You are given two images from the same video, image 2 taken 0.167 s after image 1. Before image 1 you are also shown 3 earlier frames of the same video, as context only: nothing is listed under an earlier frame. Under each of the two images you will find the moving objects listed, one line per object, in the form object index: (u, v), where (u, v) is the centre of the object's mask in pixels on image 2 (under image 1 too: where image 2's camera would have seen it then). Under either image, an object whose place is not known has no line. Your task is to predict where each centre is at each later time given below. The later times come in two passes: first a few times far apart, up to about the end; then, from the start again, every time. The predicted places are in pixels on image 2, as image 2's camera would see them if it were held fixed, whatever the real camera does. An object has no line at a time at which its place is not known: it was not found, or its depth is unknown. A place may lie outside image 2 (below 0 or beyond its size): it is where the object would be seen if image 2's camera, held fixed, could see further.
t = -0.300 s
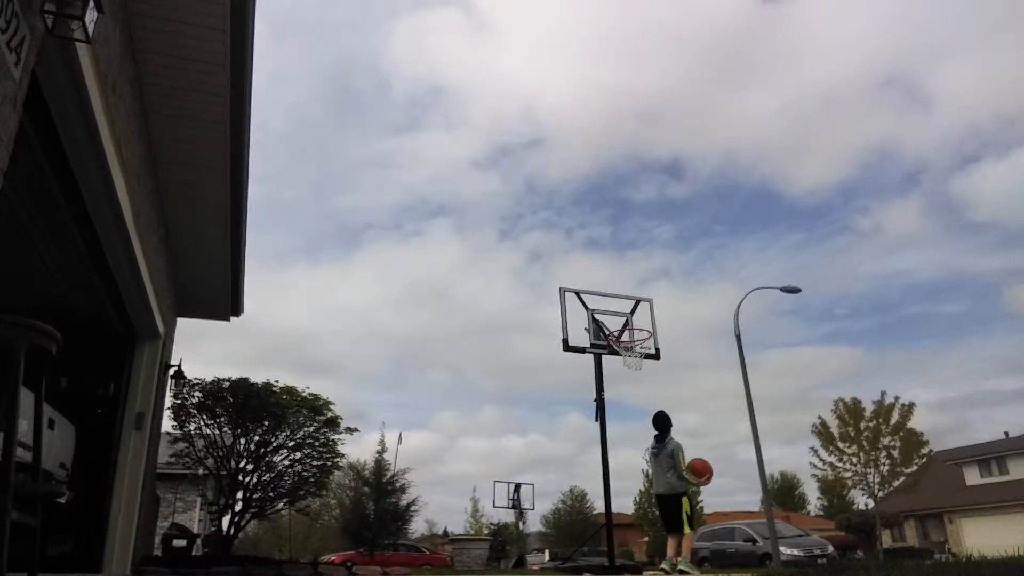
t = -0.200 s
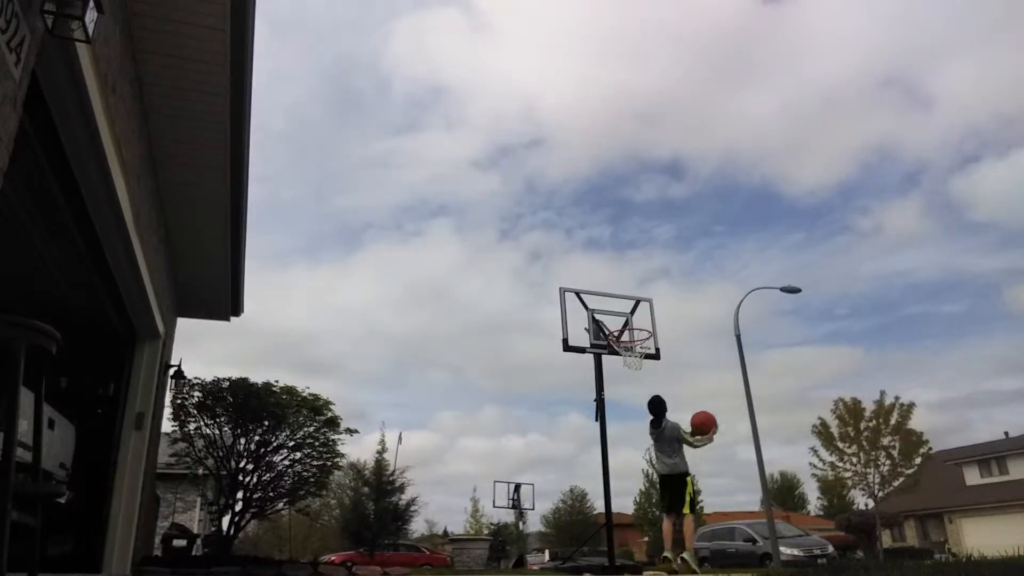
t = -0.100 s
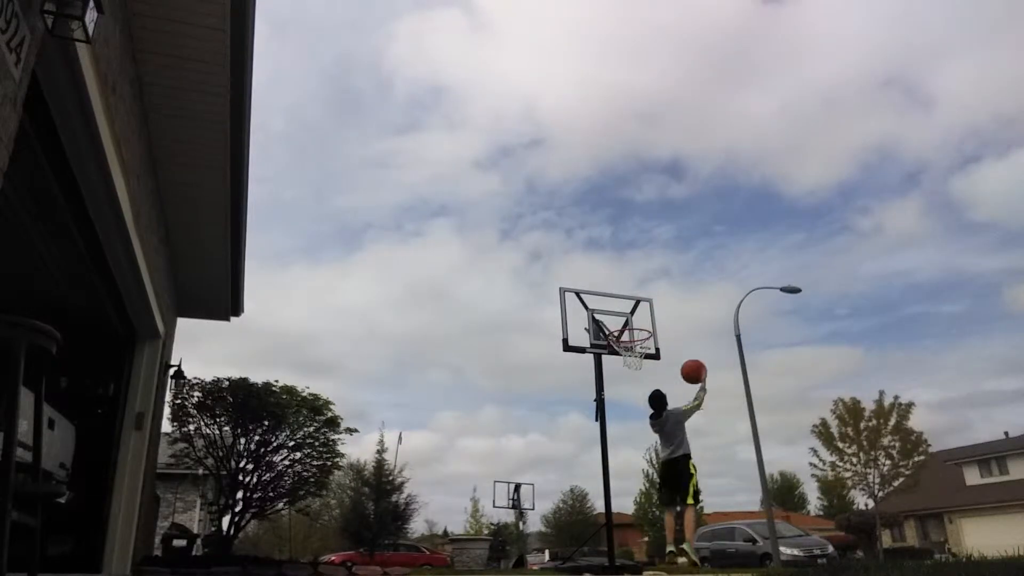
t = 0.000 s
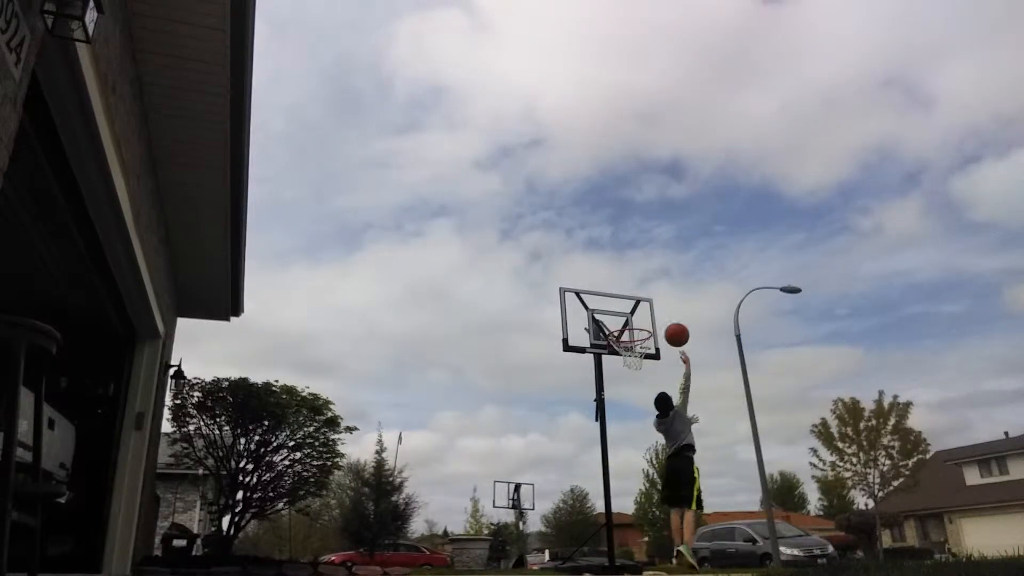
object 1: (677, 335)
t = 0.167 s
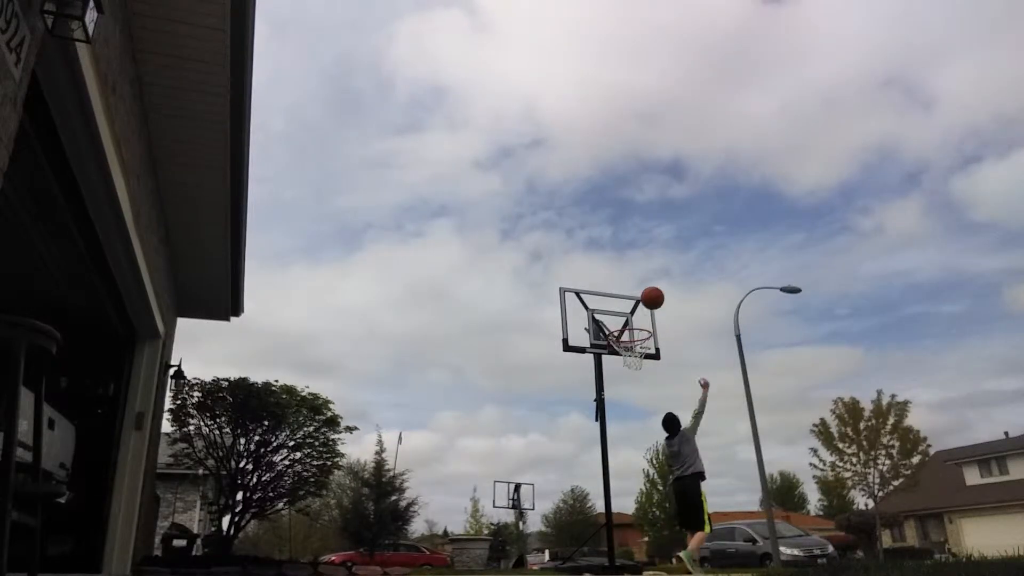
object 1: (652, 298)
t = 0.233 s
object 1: (644, 290)
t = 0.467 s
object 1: (619, 295)
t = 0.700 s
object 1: (594, 332)
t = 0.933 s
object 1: (561, 388)
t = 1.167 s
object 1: (527, 506)
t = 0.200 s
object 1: (648, 293)
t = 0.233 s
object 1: (644, 290)
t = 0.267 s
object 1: (640, 288)
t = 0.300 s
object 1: (636, 287)
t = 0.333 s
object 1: (633, 287)
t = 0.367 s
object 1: (629, 288)
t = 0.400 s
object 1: (625, 289)
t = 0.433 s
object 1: (622, 292)
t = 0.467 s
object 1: (619, 295)
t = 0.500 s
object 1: (616, 300)
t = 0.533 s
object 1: (613, 305)
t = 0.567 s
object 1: (610, 311)
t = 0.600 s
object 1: (607, 319)
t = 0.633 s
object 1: (603, 325)
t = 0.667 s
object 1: (599, 328)
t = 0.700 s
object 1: (594, 332)
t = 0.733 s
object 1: (589, 336)
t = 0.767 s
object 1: (584, 342)
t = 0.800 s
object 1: (580, 349)
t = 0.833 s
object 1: (575, 357)
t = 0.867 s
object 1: (570, 366)
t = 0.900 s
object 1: (566, 377)
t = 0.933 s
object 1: (561, 388)
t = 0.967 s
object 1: (556, 401)
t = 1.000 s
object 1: (551, 415)
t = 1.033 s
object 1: (547, 430)
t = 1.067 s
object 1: (542, 447)
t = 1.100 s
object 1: (537, 465)
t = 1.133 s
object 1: (532, 485)
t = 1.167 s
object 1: (527, 506)
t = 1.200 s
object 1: (522, 530)
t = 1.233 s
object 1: (516, 555)
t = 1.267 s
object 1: (513, 558)
